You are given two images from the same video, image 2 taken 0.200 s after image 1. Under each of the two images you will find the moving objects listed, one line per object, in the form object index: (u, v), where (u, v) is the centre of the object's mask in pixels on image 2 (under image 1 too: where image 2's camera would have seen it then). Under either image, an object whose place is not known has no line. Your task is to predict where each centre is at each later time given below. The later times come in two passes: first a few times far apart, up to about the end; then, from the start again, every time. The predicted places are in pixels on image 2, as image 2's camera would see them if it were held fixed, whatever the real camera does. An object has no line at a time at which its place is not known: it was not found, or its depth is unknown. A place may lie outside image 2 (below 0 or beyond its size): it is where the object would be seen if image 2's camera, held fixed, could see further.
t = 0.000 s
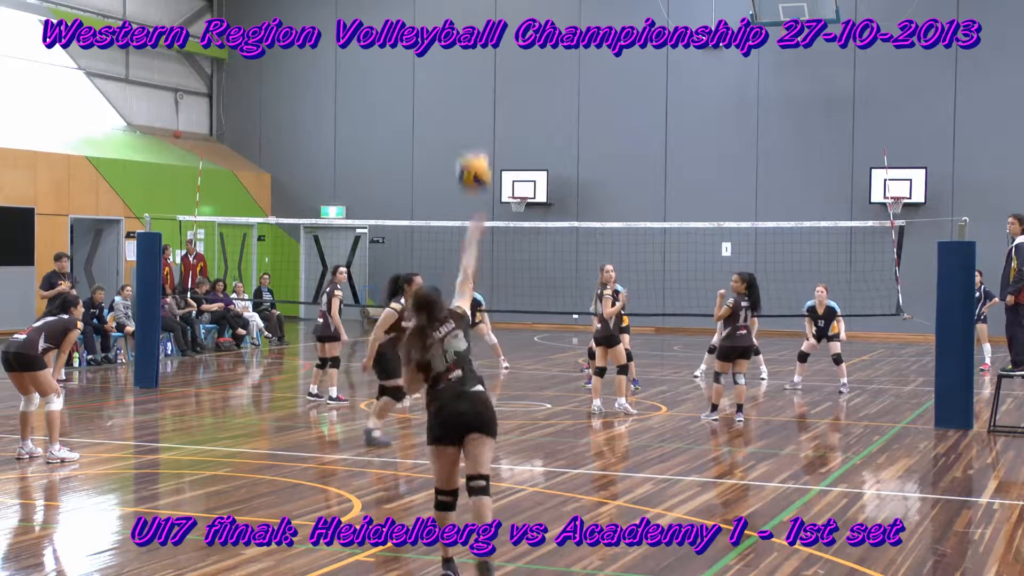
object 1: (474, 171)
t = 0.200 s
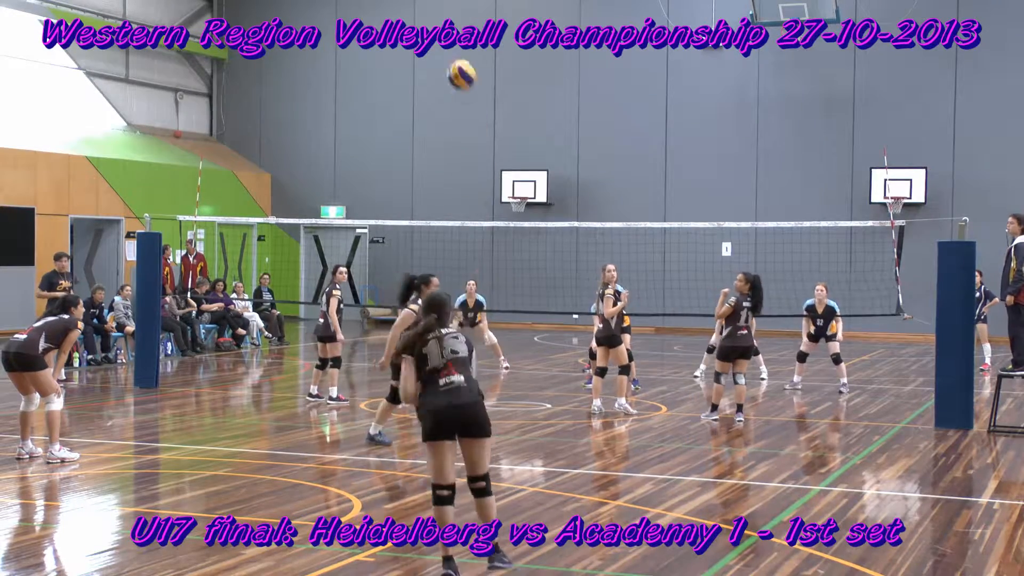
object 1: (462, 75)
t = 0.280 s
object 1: (455, 60)
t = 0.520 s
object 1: (440, 60)
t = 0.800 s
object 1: (422, 117)
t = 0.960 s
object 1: (411, 166)
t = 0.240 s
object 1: (459, 66)
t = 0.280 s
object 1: (455, 60)
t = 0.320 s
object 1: (453, 57)
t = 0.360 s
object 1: (450, 55)
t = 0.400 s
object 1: (448, 54)
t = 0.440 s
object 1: (445, 56)
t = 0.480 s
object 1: (443, 58)
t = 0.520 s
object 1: (440, 60)
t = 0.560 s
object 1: (438, 64)
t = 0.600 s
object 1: (435, 71)
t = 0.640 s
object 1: (433, 78)
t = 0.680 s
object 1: (430, 87)
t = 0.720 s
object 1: (427, 96)
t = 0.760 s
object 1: (426, 107)
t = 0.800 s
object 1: (422, 117)
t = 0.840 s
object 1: (419, 129)
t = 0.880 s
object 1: (417, 140)
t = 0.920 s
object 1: (414, 153)
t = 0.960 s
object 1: (411, 166)
